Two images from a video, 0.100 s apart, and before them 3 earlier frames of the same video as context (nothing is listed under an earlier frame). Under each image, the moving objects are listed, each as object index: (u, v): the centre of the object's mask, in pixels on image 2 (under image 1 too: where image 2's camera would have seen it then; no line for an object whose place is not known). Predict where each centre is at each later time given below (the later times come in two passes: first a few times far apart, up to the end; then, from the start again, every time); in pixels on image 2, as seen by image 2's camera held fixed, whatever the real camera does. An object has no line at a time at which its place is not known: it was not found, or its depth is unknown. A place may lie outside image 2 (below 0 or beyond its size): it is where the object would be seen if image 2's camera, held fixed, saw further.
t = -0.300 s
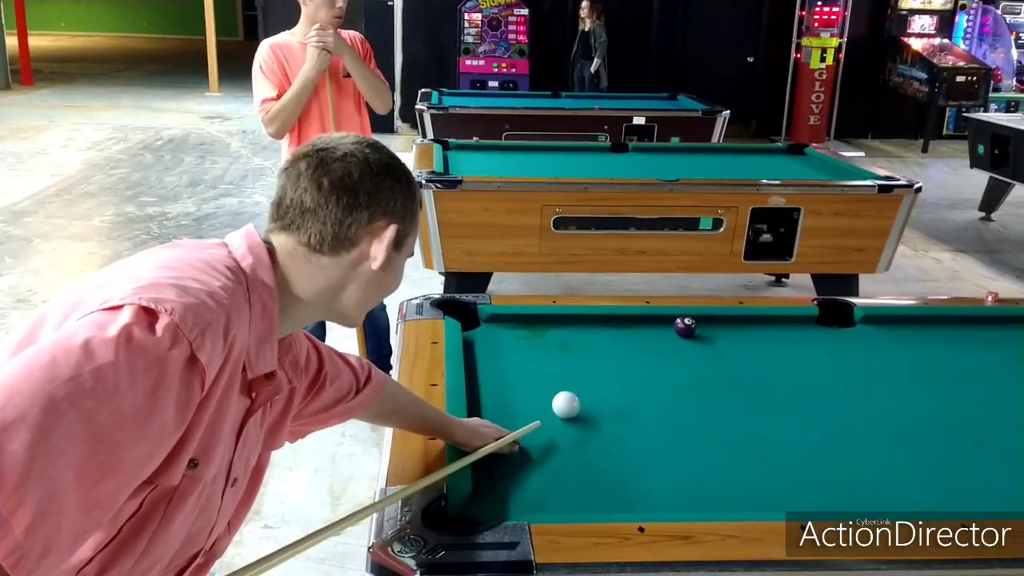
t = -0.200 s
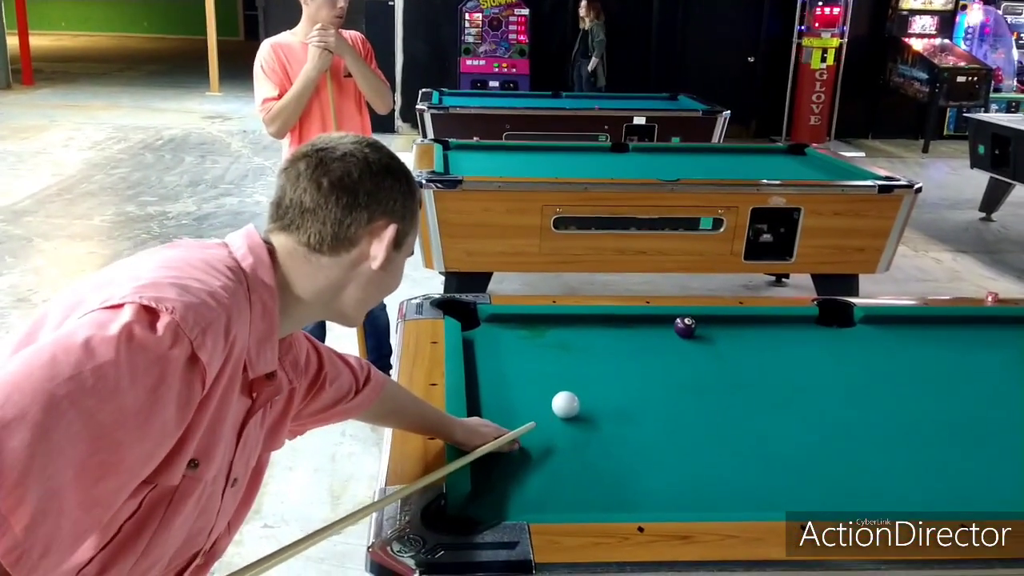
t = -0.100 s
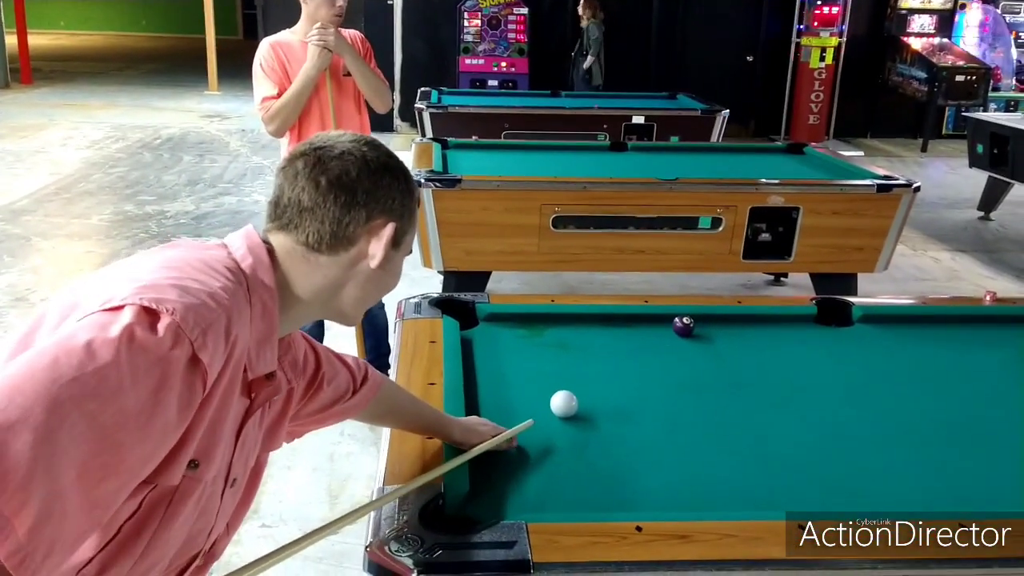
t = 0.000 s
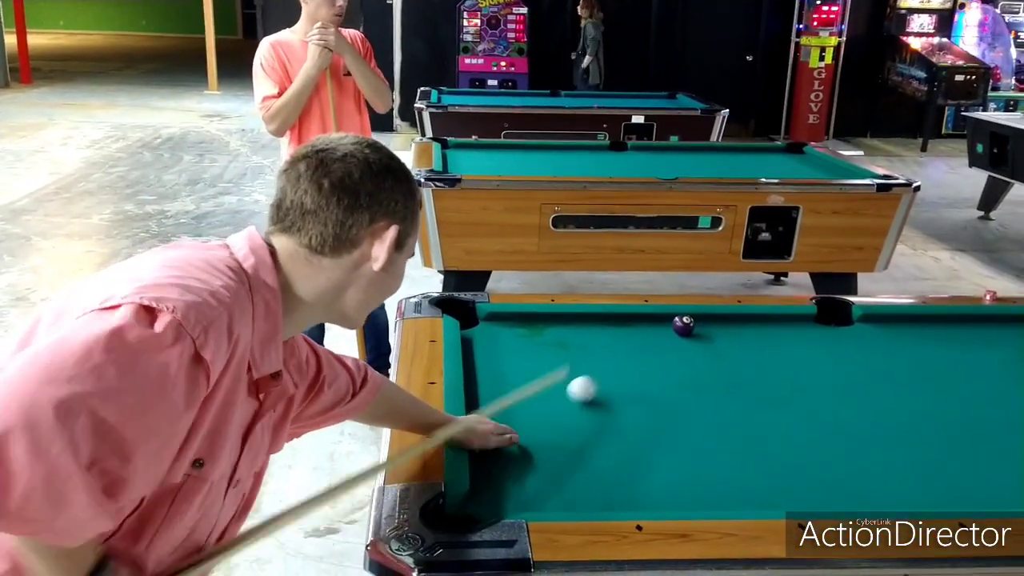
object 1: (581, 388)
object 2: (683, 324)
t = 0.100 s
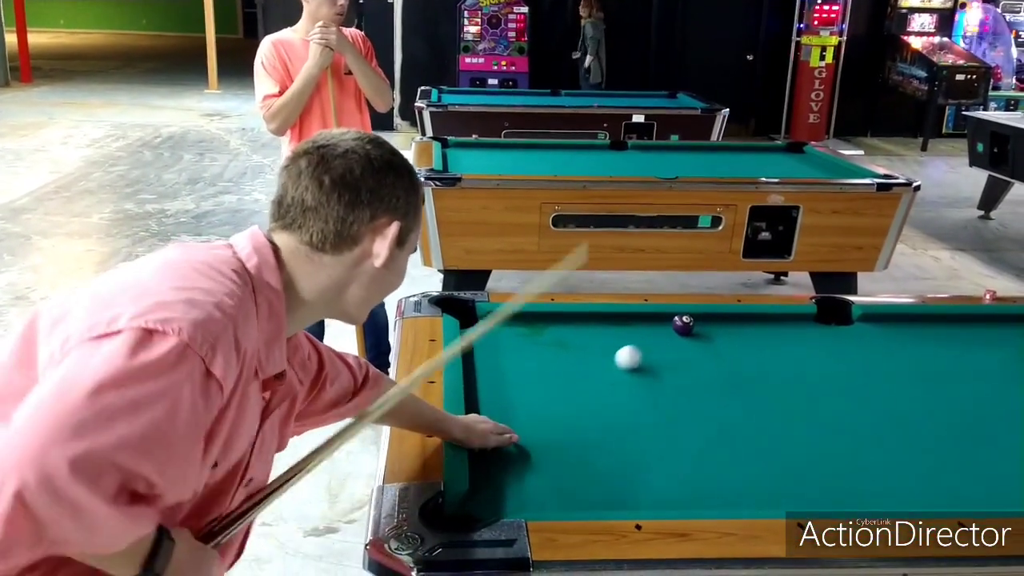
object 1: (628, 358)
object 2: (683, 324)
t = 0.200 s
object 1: (667, 331)
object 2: (685, 324)
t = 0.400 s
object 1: (665, 319)
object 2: (763, 335)
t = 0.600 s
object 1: (668, 329)
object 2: (837, 356)
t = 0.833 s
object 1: (672, 341)
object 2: (933, 384)
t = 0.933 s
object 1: (674, 346)
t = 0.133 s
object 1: (642, 348)
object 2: (683, 324)
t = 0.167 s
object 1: (655, 339)
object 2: (683, 324)
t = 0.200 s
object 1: (667, 331)
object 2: (685, 324)
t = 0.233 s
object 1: (668, 328)
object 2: (695, 319)
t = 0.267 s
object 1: (666, 325)
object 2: (711, 319)
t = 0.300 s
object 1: (665, 323)
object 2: (725, 324)
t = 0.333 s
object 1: (664, 320)
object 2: (738, 326)
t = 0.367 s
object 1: (664, 317)
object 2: (752, 331)
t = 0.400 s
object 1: (665, 319)
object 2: (763, 335)
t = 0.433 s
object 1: (666, 321)
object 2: (775, 338)
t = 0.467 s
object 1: (666, 323)
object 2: (787, 341)
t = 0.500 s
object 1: (667, 324)
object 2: (800, 345)
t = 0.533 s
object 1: (667, 326)
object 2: (812, 349)
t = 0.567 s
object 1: (668, 328)
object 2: (824, 352)
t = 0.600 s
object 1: (668, 329)
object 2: (837, 356)
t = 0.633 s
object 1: (669, 331)
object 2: (850, 360)
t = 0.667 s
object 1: (670, 333)
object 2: (864, 364)
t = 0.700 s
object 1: (670, 334)
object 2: (877, 367)
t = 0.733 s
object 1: (671, 336)
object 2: (891, 372)
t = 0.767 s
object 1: (672, 338)
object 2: (904, 375)
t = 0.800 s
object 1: (672, 339)
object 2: (919, 380)
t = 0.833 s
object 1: (672, 341)
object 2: (933, 384)
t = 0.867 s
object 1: (673, 343)
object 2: (947, 388)
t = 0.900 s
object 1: (673, 344)
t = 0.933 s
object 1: (674, 346)
